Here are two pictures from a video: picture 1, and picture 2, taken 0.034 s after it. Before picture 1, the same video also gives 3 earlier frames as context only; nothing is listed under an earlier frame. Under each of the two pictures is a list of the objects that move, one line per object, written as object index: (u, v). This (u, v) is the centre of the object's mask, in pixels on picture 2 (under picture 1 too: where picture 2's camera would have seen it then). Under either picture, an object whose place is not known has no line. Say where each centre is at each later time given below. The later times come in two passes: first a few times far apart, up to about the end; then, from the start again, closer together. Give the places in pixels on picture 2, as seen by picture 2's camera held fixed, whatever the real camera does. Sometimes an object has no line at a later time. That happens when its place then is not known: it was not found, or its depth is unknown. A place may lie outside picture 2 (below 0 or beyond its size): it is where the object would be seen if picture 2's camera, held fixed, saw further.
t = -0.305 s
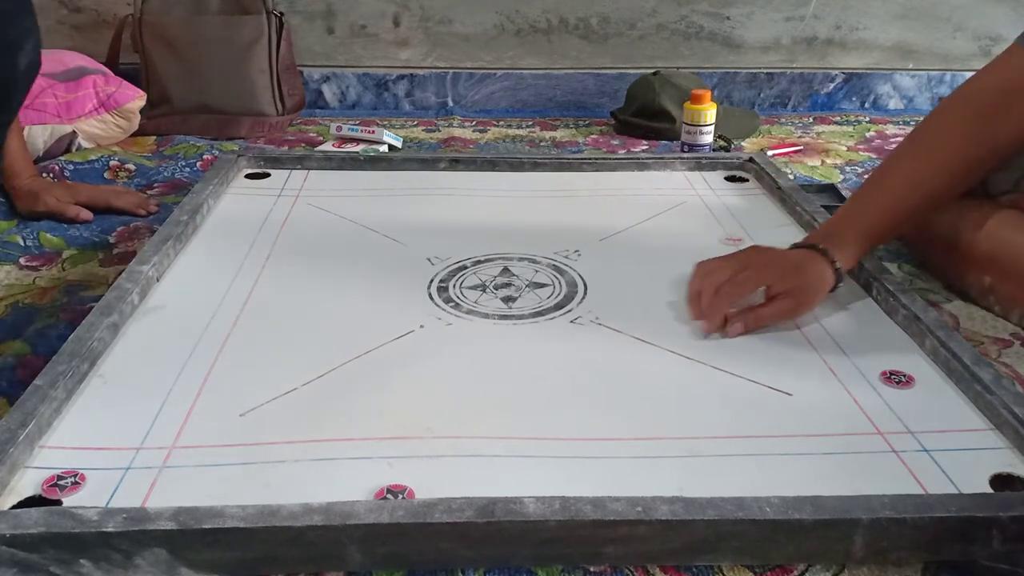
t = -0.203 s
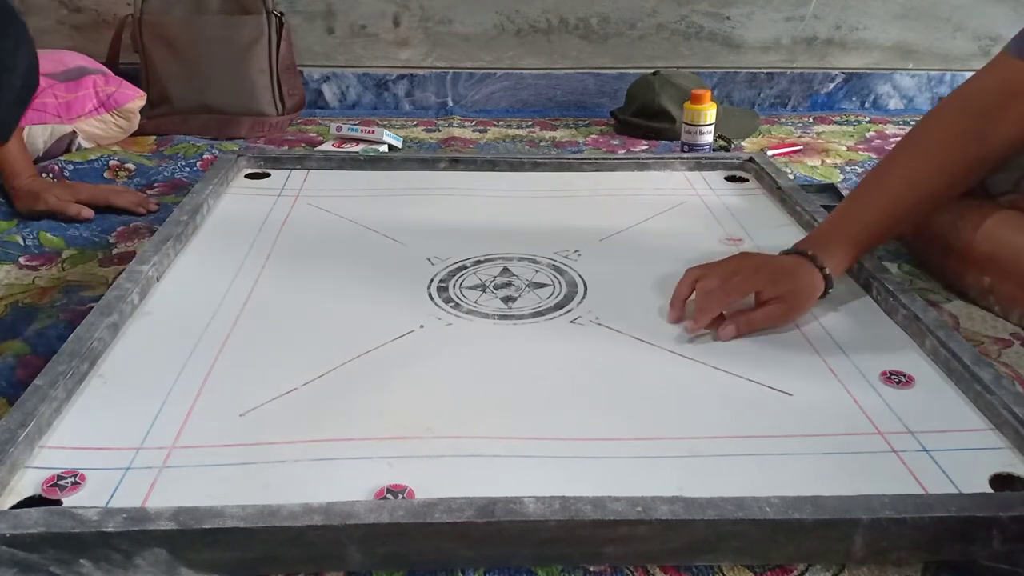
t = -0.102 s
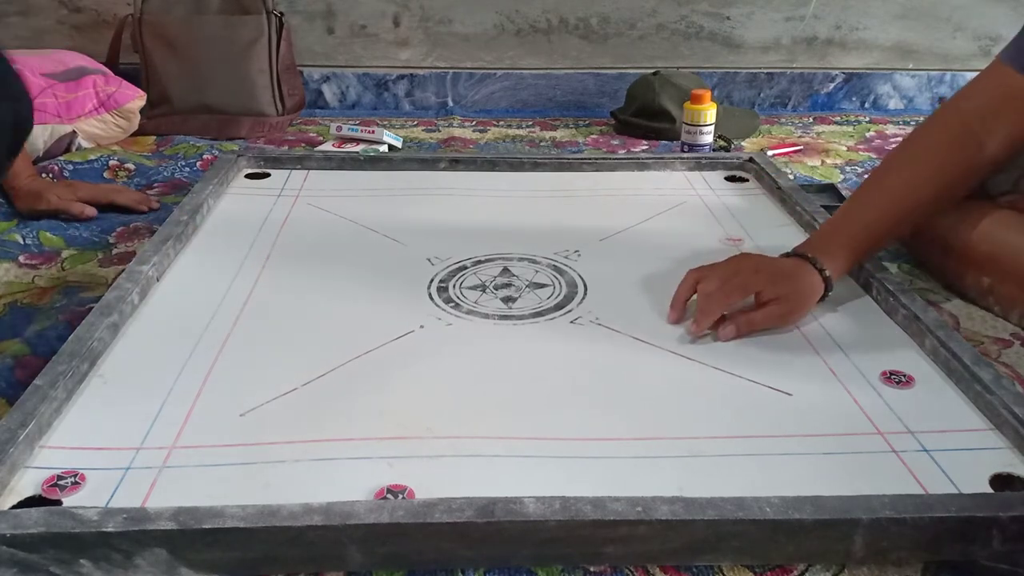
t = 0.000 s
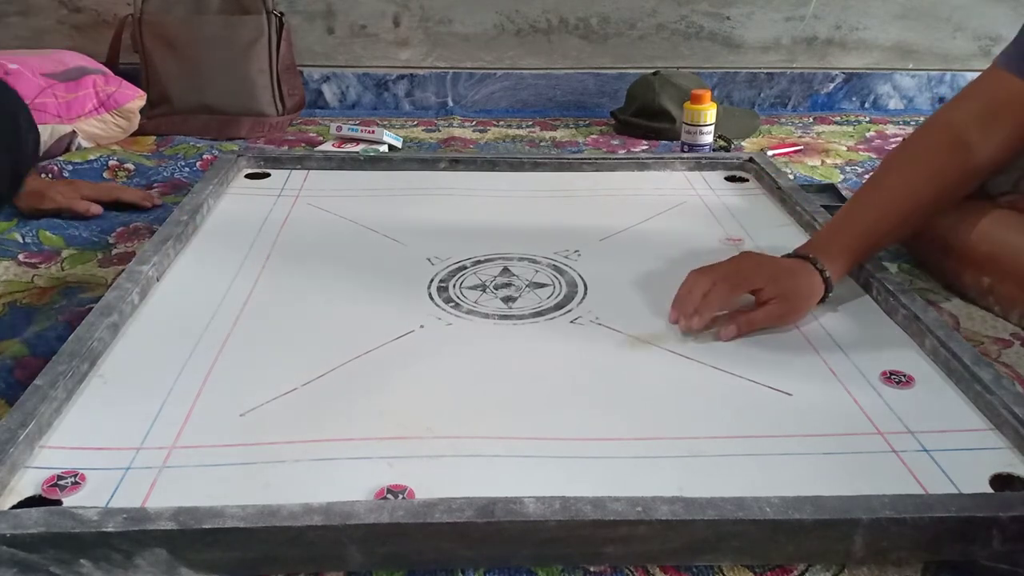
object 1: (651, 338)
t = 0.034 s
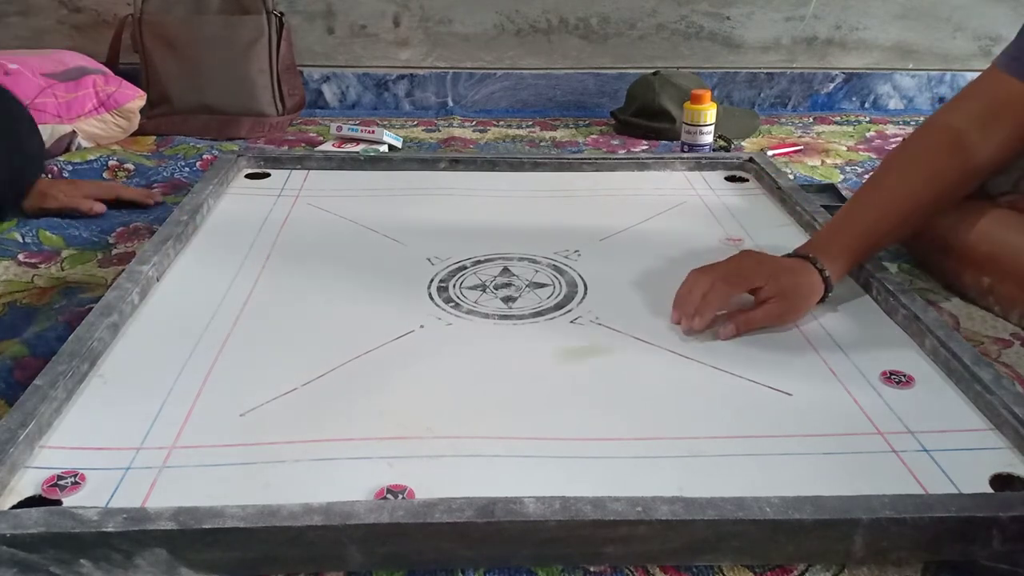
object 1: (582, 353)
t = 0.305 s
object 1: (60, 454)
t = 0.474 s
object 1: (168, 447)
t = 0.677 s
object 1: (237, 431)
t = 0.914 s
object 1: (248, 426)
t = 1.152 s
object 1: (248, 426)
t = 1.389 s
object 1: (248, 426)
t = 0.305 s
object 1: (60, 454)
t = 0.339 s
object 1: (77, 459)
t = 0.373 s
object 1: (105, 456)
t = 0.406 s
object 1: (127, 454)
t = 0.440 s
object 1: (149, 451)
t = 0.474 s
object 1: (168, 447)
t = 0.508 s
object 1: (185, 444)
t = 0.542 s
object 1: (199, 440)
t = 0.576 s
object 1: (212, 438)
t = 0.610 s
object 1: (223, 435)
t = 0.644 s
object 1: (231, 433)
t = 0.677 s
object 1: (237, 431)
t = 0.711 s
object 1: (243, 429)
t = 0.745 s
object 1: (246, 427)
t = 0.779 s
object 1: (248, 426)
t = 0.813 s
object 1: (248, 426)
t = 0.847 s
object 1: (248, 426)
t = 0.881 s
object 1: (248, 426)
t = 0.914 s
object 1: (248, 426)
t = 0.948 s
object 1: (248, 426)
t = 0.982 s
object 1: (248, 426)
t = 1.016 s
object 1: (248, 426)
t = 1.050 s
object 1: (248, 426)
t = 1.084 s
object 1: (248, 426)
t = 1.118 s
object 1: (248, 426)
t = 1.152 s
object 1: (248, 426)
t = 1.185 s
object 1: (248, 426)
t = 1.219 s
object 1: (248, 426)
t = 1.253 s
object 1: (248, 426)
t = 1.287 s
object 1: (248, 425)
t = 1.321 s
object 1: (248, 426)
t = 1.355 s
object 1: (248, 426)
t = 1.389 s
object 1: (248, 426)
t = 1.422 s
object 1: (248, 426)
